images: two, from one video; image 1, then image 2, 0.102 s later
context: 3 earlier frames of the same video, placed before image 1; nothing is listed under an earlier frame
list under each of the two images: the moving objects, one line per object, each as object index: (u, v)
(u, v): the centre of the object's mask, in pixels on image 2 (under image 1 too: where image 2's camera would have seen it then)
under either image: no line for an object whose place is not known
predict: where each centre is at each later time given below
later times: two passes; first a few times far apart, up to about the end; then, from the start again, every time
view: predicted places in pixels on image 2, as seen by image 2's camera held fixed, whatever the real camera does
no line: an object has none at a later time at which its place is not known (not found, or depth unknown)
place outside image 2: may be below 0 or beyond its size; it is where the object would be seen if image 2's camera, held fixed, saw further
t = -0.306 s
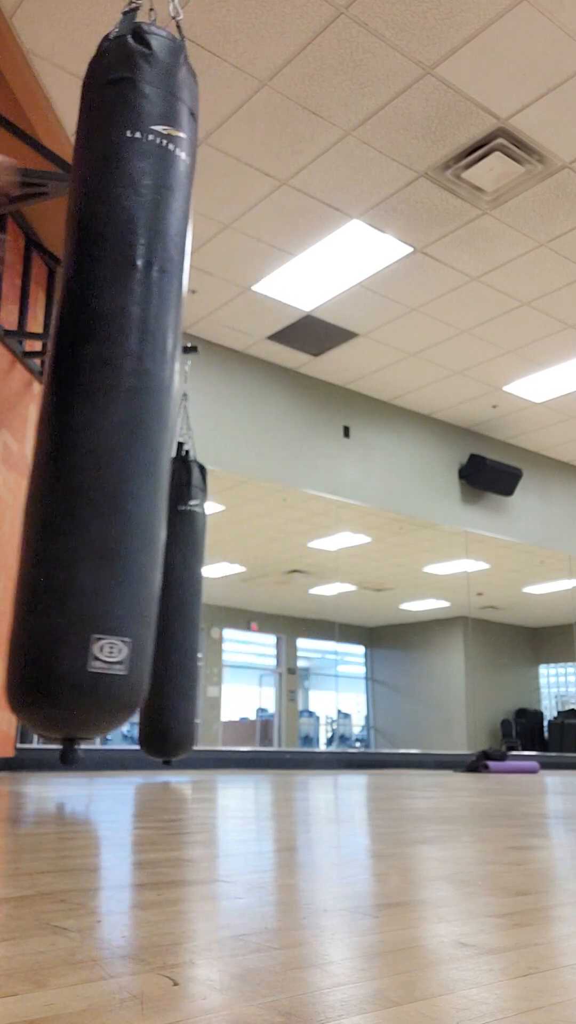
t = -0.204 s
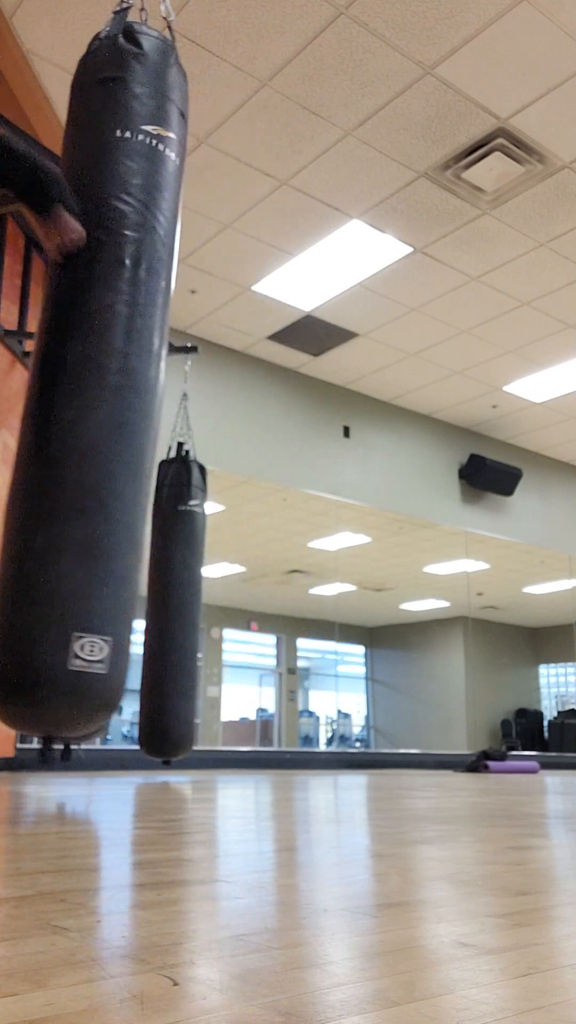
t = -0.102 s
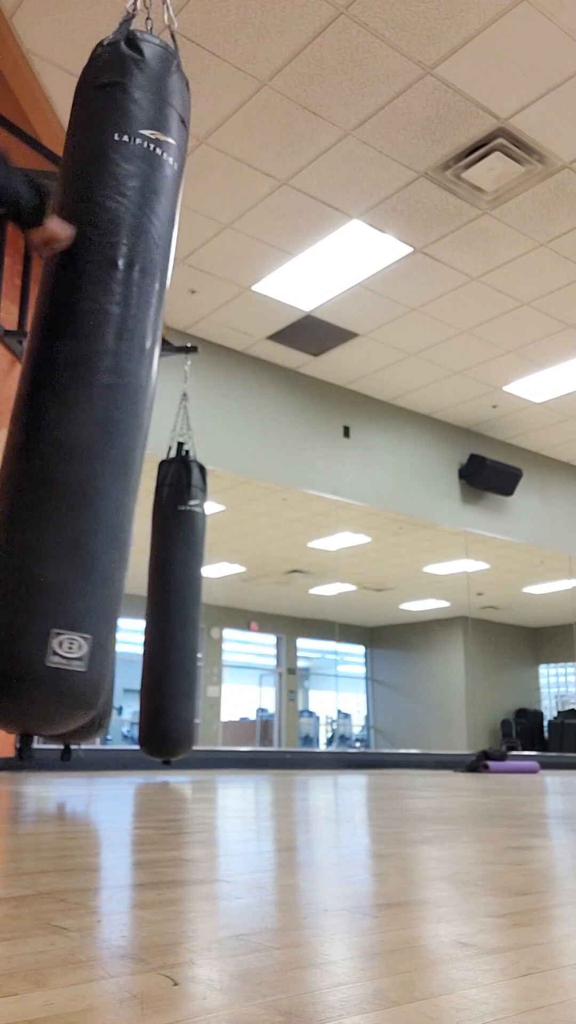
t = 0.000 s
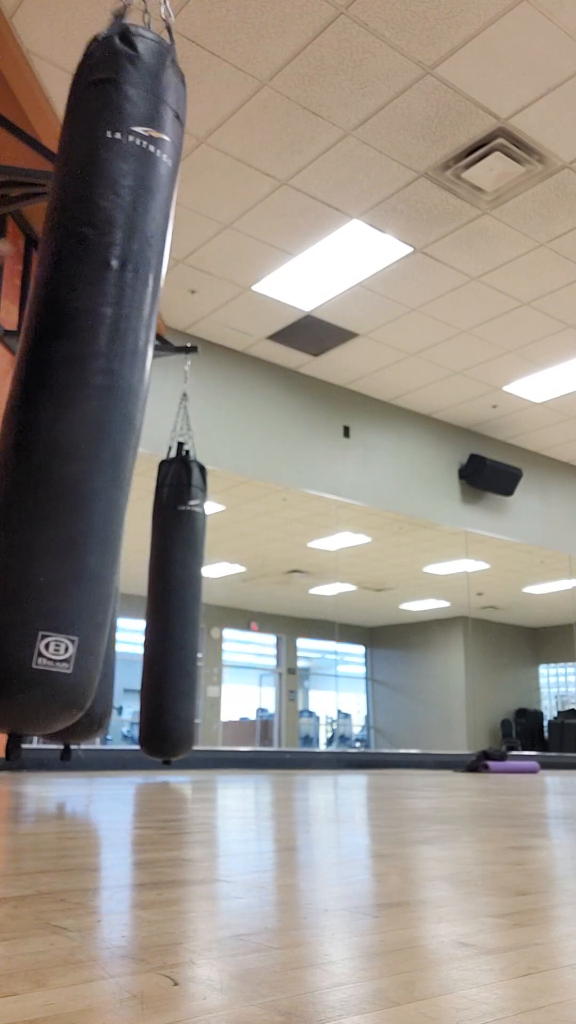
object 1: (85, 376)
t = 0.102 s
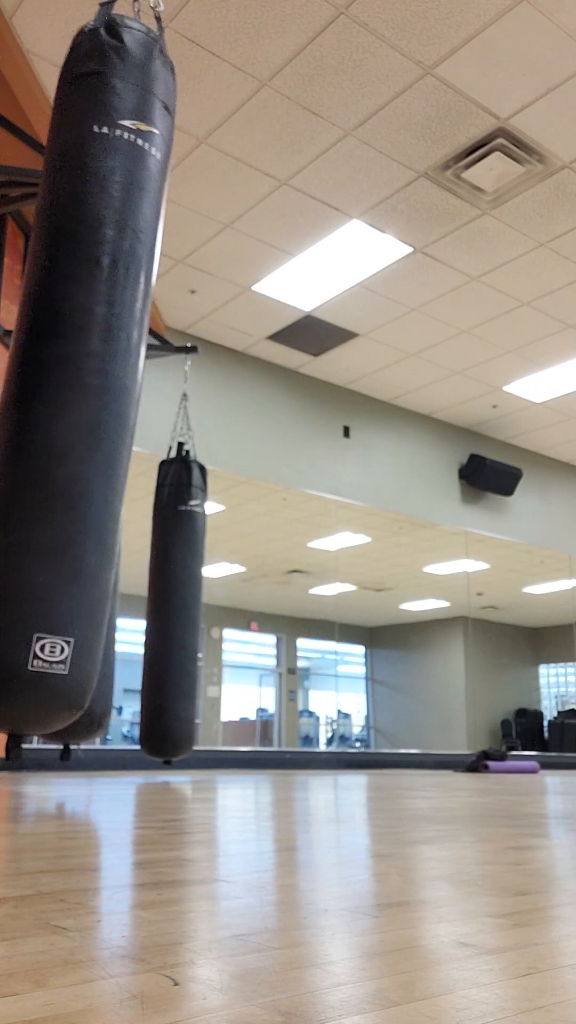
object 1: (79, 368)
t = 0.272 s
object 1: (79, 367)
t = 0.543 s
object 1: (84, 376)
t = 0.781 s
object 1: (102, 393)
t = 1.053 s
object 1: (139, 392)
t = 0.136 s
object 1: (78, 367)
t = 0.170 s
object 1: (78, 366)
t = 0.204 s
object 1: (77, 365)
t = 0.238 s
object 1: (78, 366)
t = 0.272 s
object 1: (79, 367)
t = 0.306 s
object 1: (80, 367)
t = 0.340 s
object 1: (81, 367)
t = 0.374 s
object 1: (82, 367)
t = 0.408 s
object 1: (83, 369)
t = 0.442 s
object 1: (83, 371)
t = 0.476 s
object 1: (83, 372)
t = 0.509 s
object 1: (83, 375)
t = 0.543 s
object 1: (84, 376)
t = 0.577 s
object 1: (85, 379)
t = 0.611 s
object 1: (87, 381)
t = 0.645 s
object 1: (89, 383)
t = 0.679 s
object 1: (92, 386)
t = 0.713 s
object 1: (95, 389)
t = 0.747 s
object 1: (99, 391)
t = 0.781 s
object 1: (102, 393)
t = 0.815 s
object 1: (110, 396)
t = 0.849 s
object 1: (115, 395)
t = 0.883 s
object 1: (119, 395)
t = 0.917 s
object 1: (122, 396)
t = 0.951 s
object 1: (125, 397)
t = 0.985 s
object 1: (131, 393)
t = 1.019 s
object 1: (135, 393)
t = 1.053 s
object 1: (139, 392)
